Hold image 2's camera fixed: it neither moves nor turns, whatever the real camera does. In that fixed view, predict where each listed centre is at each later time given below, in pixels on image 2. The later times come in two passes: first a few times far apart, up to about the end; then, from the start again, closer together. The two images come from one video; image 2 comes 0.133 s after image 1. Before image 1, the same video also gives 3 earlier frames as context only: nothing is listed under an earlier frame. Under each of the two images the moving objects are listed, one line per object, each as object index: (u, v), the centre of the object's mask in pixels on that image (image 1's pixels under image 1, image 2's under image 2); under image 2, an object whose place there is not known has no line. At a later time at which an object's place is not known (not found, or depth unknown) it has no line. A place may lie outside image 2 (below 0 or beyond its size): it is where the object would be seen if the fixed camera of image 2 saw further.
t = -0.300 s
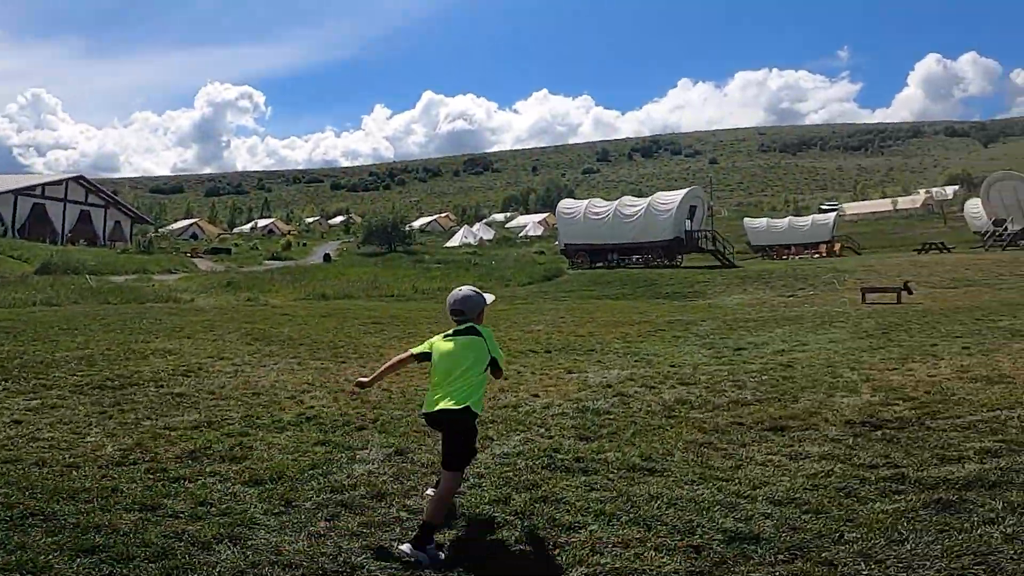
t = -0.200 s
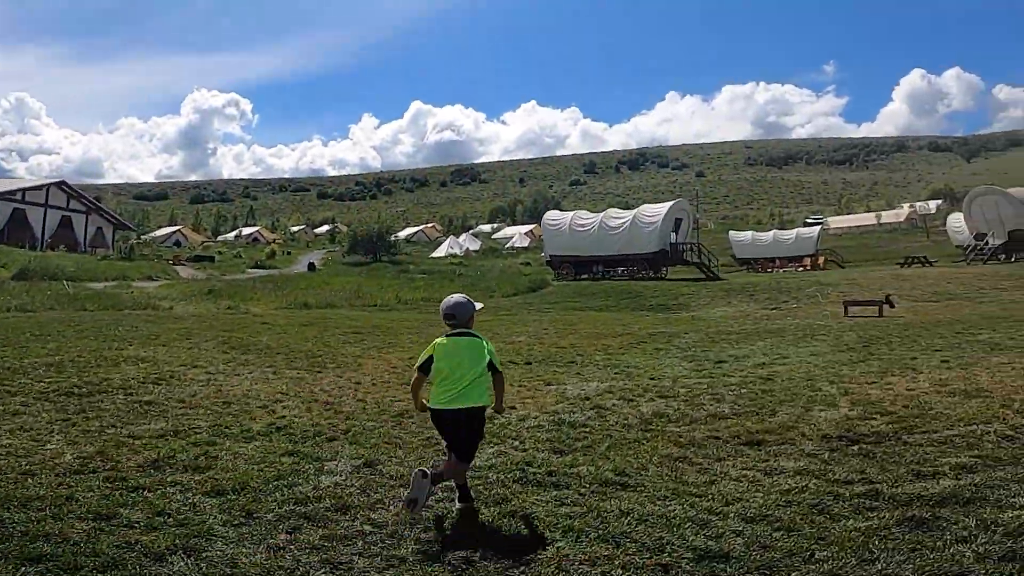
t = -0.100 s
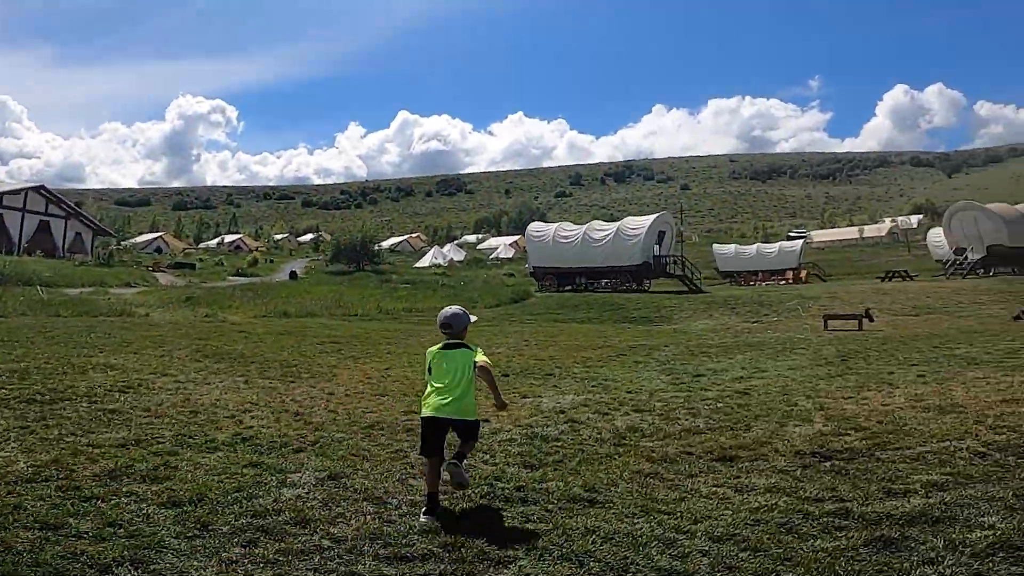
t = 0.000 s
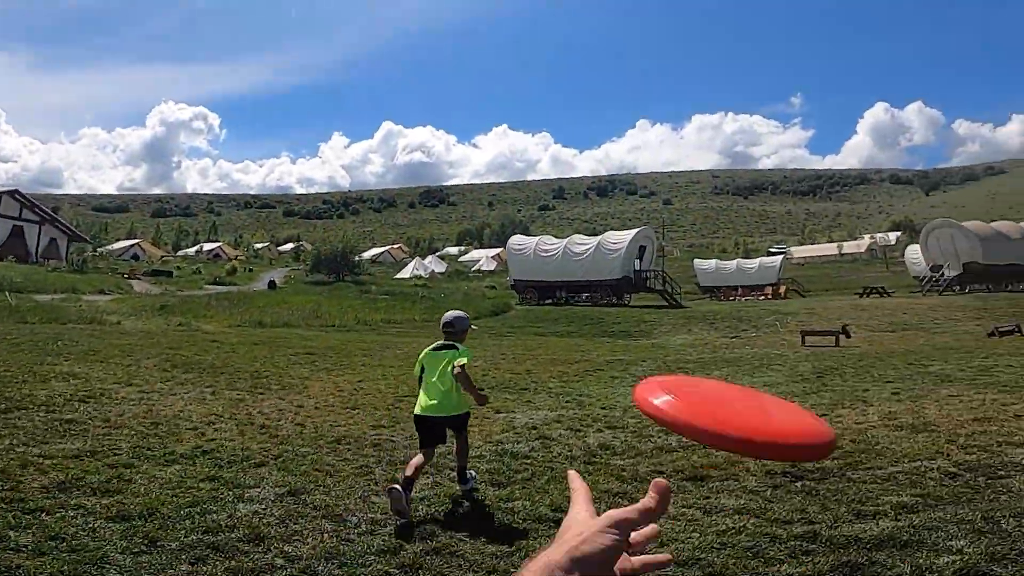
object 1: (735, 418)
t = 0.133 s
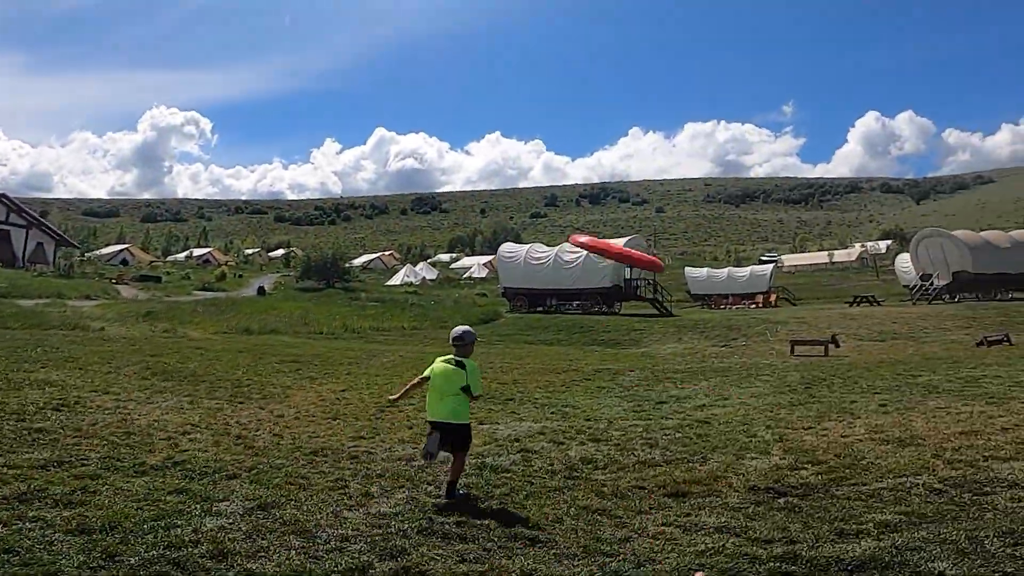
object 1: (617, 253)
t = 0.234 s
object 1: (591, 236)
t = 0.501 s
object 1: (569, 258)
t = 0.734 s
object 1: (568, 301)
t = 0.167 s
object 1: (608, 243)
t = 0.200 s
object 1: (599, 239)
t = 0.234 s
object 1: (591, 236)
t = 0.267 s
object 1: (585, 234)
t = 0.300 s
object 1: (581, 235)
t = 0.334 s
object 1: (580, 237)
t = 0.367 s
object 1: (576, 240)
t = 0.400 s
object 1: (573, 243)
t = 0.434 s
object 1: (571, 247)
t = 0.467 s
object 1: (570, 252)
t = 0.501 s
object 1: (569, 258)
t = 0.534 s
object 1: (569, 263)
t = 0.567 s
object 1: (568, 268)
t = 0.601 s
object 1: (568, 275)
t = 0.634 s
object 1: (567, 281)
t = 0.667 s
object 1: (567, 288)
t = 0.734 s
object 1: (568, 301)
